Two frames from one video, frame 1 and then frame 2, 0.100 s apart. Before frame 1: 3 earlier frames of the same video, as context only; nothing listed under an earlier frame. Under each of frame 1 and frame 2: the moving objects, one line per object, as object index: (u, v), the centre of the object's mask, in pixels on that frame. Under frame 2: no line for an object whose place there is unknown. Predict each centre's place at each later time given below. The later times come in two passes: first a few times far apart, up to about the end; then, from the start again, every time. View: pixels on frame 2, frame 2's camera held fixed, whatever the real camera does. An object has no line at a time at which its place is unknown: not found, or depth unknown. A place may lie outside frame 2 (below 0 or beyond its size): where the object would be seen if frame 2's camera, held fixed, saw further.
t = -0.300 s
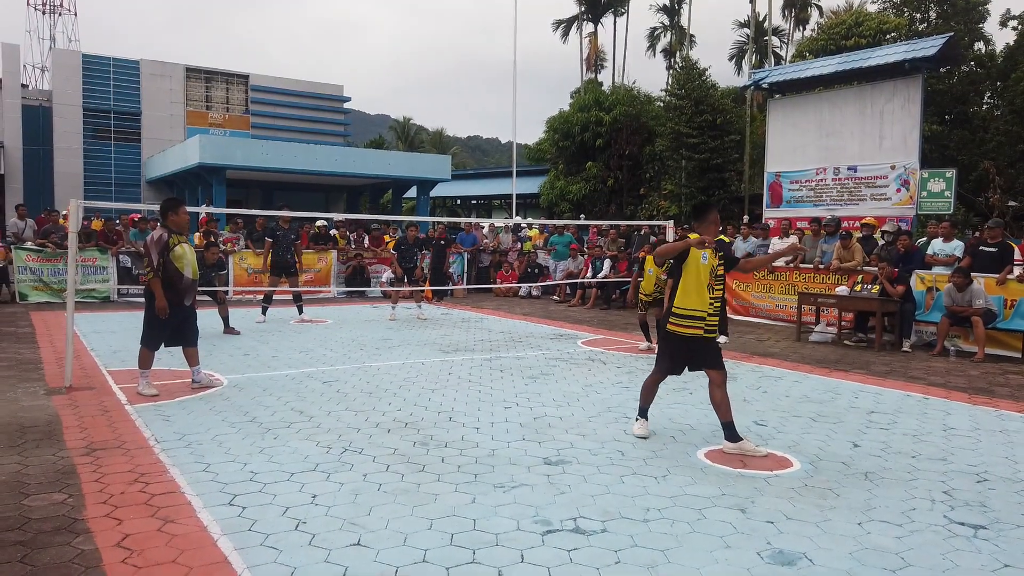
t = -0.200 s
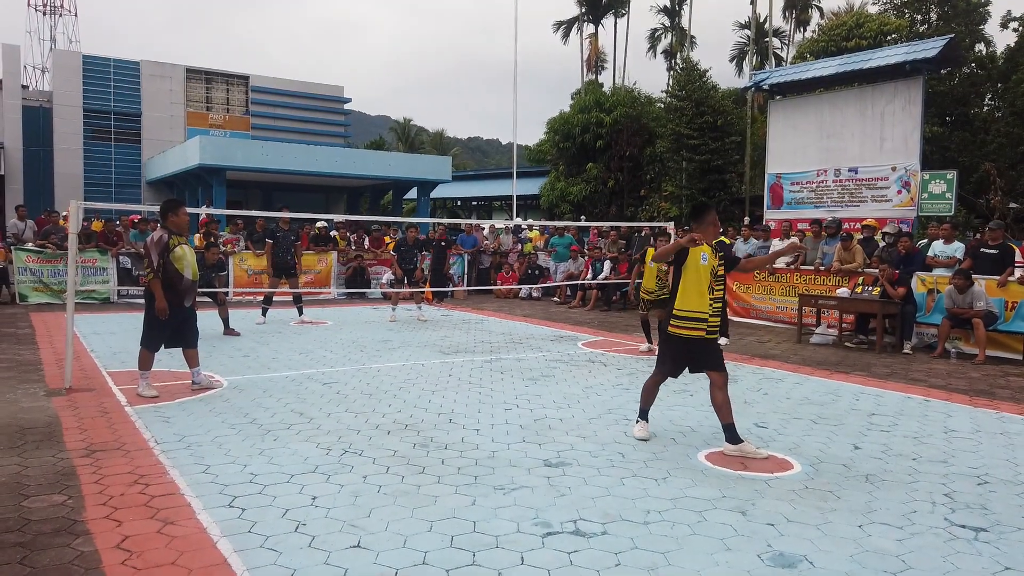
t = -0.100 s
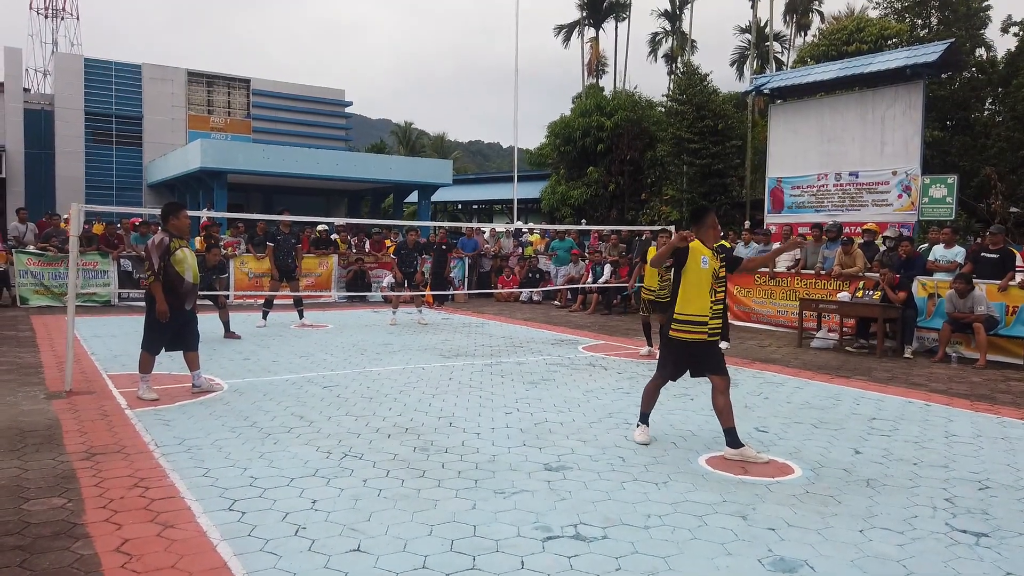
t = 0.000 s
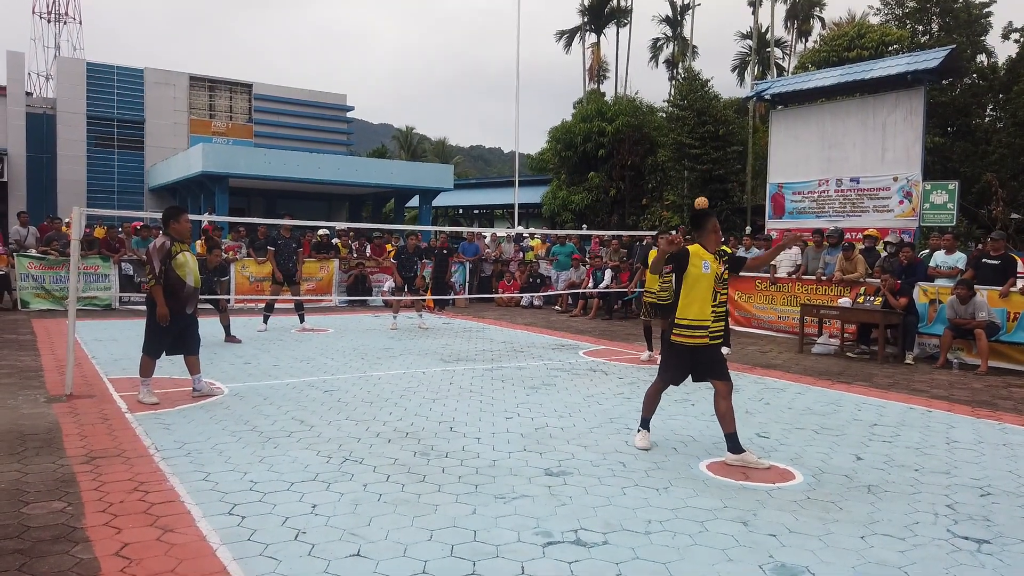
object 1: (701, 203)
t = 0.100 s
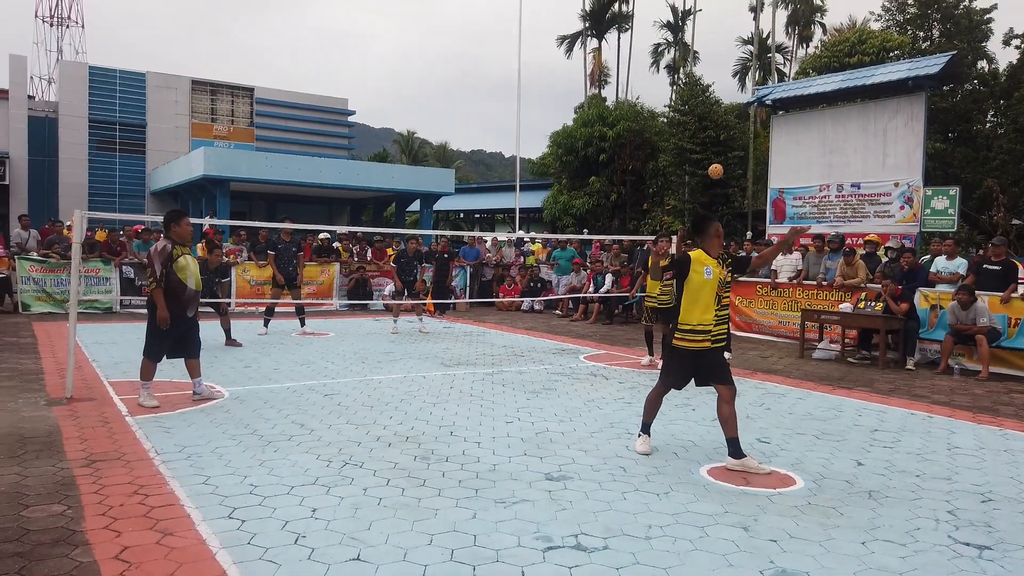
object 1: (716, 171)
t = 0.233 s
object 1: (735, 132)
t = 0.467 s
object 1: (773, 106)
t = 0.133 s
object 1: (720, 160)
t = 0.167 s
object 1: (725, 150)
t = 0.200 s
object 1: (730, 141)
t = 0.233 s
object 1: (735, 132)
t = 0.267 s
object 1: (740, 125)
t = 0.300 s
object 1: (745, 119)
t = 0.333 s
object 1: (750, 114)
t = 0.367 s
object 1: (756, 109)
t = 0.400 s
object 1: (761, 107)
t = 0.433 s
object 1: (767, 106)
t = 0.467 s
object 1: (773, 106)
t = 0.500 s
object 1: (779, 107)
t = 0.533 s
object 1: (785, 109)
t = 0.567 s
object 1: (791, 114)
